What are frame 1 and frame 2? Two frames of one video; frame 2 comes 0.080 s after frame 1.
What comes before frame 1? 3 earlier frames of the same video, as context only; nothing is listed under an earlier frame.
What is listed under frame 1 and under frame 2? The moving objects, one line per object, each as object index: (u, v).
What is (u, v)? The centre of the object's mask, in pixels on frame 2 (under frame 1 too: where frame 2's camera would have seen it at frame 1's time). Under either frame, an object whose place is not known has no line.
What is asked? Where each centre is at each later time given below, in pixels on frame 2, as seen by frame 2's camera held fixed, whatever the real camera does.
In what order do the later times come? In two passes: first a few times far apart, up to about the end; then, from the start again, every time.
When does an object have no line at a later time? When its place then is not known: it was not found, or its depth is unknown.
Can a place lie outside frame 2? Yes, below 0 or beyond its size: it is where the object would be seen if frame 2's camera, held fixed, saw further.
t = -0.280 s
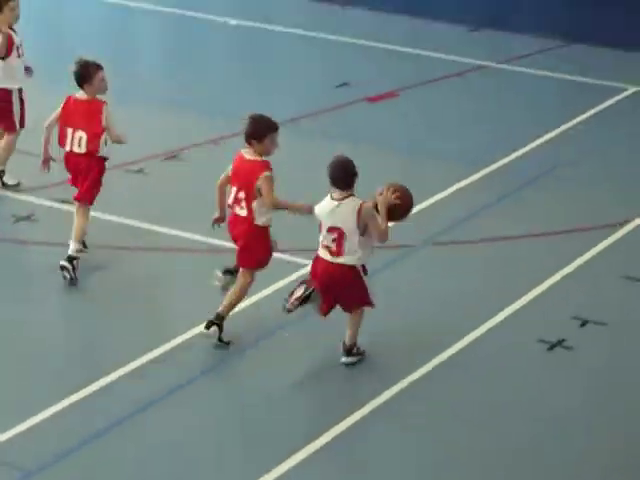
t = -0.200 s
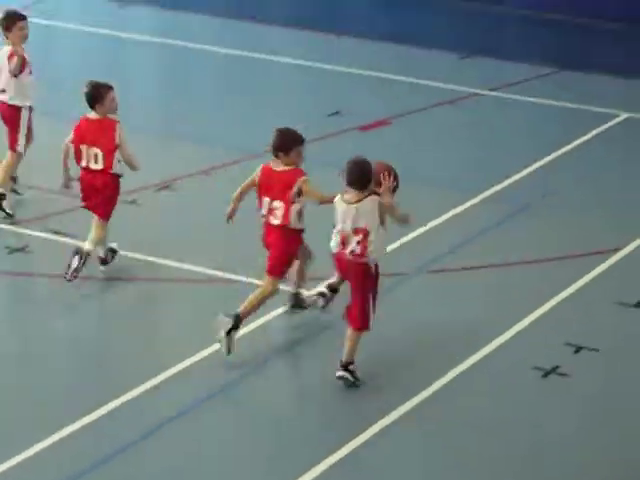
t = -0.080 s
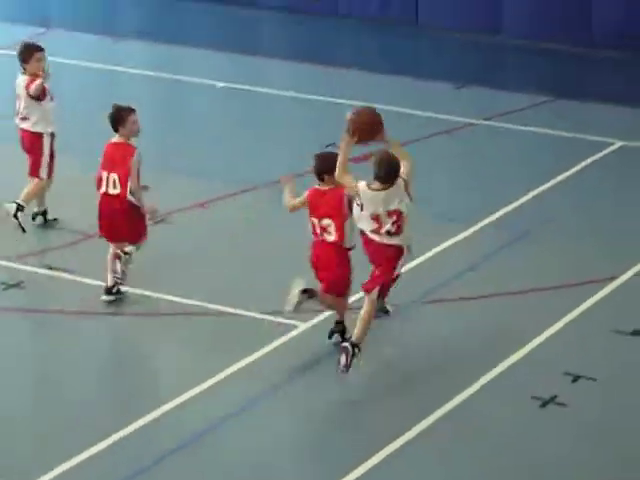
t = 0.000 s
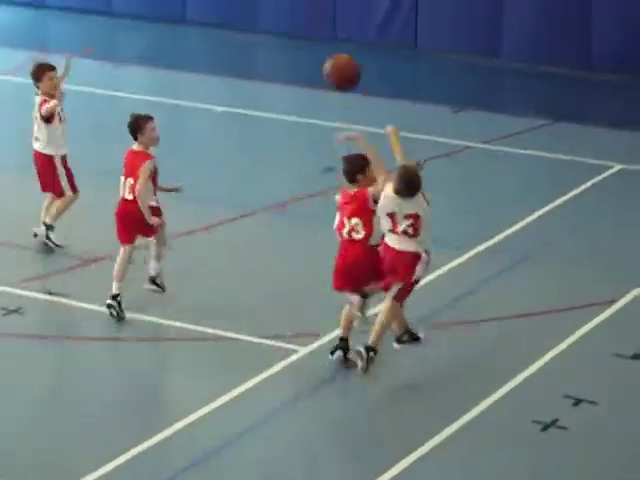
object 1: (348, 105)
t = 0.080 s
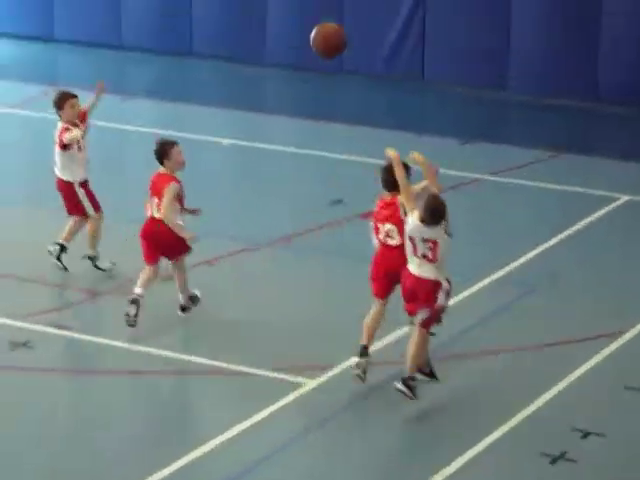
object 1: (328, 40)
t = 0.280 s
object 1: (279, -69)
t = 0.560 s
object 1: (222, -105)
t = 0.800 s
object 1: (178, -47)
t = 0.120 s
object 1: (318, 11)
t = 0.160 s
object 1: (309, -15)
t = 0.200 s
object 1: (299, -36)
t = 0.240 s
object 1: (288, -54)
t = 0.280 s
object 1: (279, -69)
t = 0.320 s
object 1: (270, -82)
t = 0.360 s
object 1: (261, -94)
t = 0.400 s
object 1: (252, -101)
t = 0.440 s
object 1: (244, -106)
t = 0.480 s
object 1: (237, -109)
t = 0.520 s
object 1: (230, -108)
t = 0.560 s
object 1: (222, -105)
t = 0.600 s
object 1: (213, -98)
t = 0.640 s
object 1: (206, -92)
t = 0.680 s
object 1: (199, -84)
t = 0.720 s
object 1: (191, -73)
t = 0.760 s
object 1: (185, -61)
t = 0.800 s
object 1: (178, -47)
